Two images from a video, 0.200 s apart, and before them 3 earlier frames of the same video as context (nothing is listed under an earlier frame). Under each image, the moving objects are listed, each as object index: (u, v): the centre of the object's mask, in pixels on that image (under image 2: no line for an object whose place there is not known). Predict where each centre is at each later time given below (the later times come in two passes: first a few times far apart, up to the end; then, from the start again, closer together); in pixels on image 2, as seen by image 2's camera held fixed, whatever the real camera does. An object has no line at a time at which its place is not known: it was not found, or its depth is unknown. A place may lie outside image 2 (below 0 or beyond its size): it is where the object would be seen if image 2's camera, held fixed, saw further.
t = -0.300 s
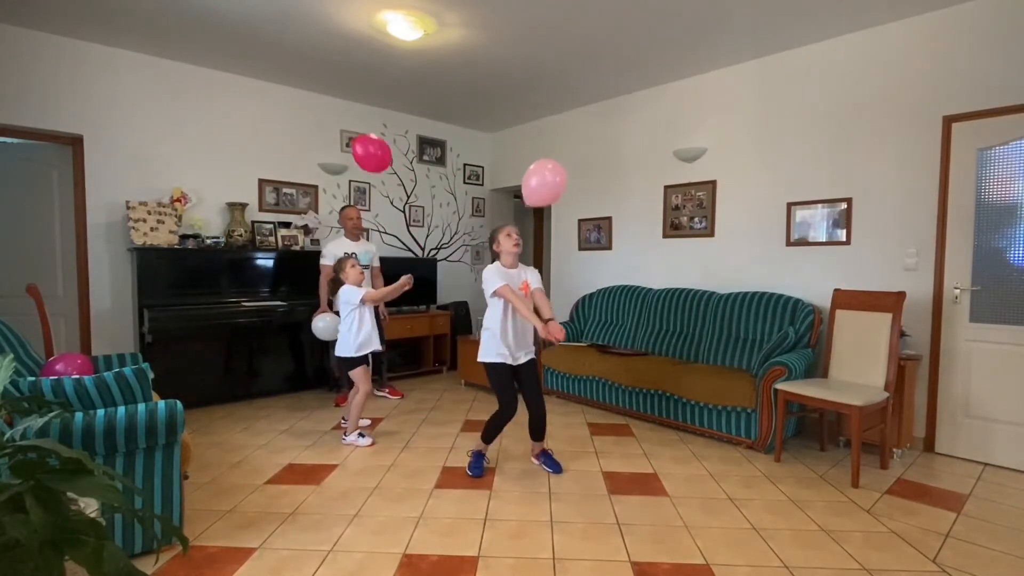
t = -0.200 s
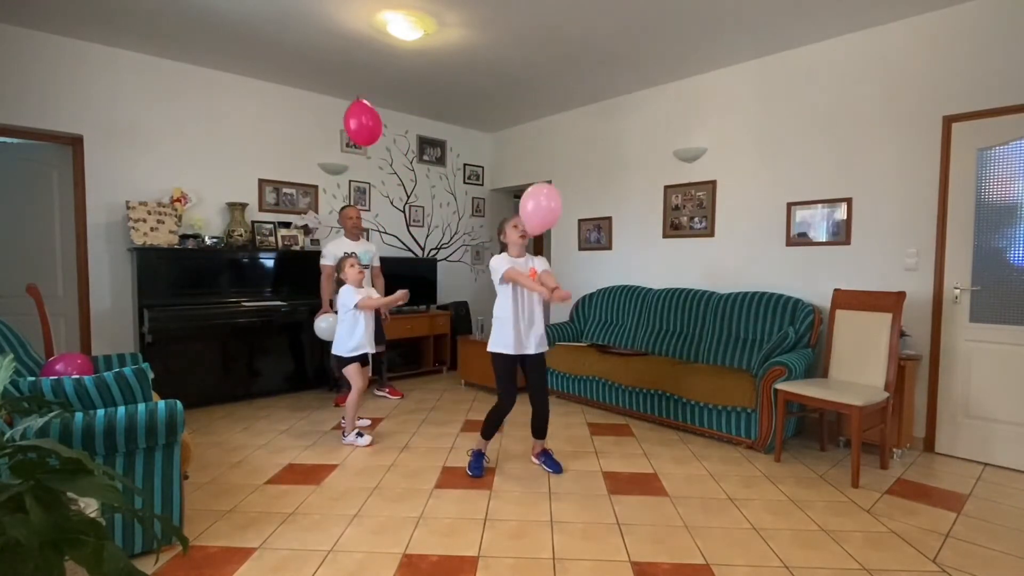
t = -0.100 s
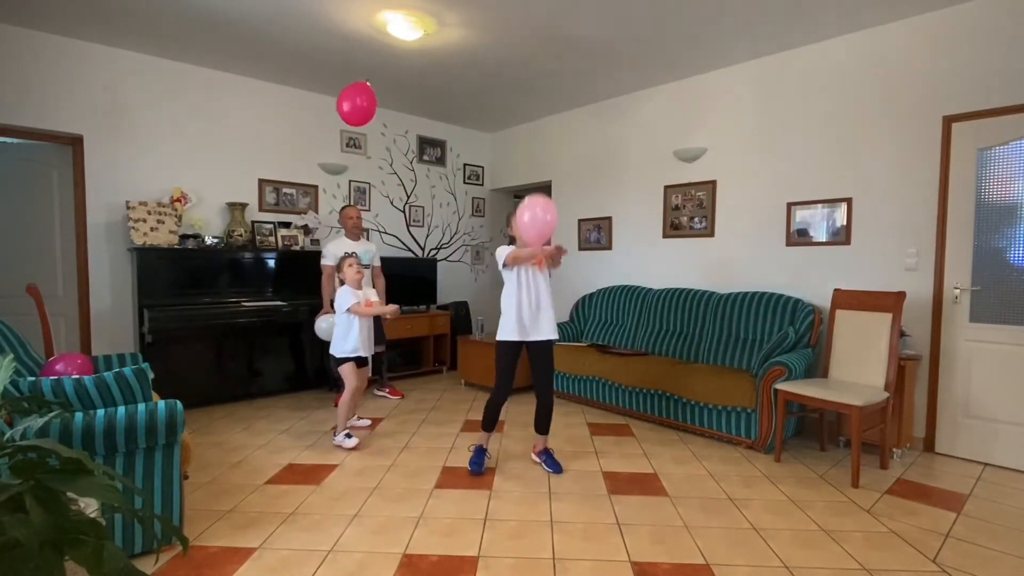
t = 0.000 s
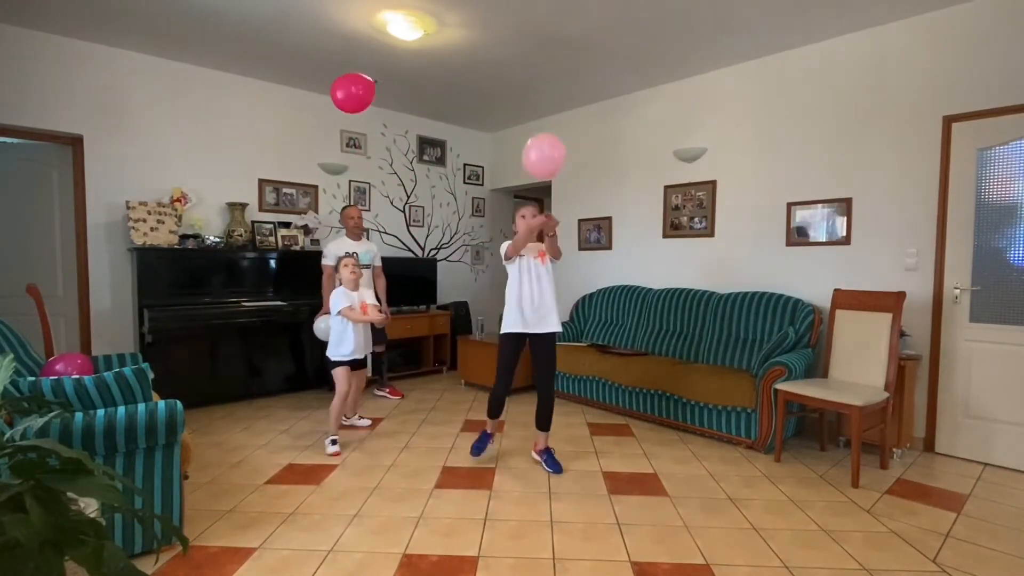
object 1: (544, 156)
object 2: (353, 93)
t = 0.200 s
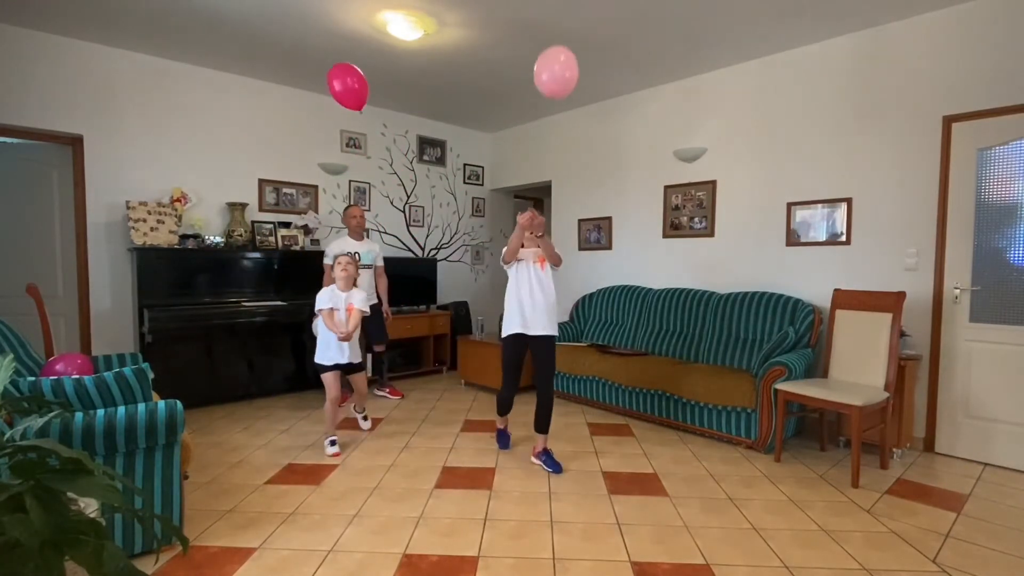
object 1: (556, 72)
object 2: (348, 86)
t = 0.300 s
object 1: (563, 42)
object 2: (347, 89)
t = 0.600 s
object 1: (582, 14)
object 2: (335, 112)
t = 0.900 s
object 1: (586, 28)
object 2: (322, 162)
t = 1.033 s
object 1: (584, 50)
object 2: (315, 194)
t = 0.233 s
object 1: (558, 61)
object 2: (348, 87)
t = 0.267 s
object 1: (560, 51)
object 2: (347, 88)
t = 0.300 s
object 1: (563, 42)
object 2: (347, 89)
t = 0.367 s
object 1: (567, 27)
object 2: (345, 93)
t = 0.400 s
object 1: (569, 23)
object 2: (343, 94)
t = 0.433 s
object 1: (571, 20)
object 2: (342, 97)
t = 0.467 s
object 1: (573, 17)
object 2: (341, 99)
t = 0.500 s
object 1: (575, 16)
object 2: (339, 102)
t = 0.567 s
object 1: (580, 14)
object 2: (336, 108)
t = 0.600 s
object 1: (582, 14)
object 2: (335, 112)
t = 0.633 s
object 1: (583, 15)
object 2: (334, 116)
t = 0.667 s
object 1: (584, 15)
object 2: (332, 121)
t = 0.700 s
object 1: (585, 17)
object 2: (331, 126)
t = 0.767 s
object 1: (585, 19)
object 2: (328, 137)
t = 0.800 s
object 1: (585, 21)
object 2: (327, 143)
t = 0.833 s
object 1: (585, 23)
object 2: (325, 149)
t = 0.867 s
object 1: (586, 25)
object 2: (324, 156)
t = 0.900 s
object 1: (586, 28)
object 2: (322, 162)
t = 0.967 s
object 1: (585, 39)
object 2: (319, 177)
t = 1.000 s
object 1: (584, 44)
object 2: (317, 185)
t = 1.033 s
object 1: (584, 50)
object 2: (315, 194)
